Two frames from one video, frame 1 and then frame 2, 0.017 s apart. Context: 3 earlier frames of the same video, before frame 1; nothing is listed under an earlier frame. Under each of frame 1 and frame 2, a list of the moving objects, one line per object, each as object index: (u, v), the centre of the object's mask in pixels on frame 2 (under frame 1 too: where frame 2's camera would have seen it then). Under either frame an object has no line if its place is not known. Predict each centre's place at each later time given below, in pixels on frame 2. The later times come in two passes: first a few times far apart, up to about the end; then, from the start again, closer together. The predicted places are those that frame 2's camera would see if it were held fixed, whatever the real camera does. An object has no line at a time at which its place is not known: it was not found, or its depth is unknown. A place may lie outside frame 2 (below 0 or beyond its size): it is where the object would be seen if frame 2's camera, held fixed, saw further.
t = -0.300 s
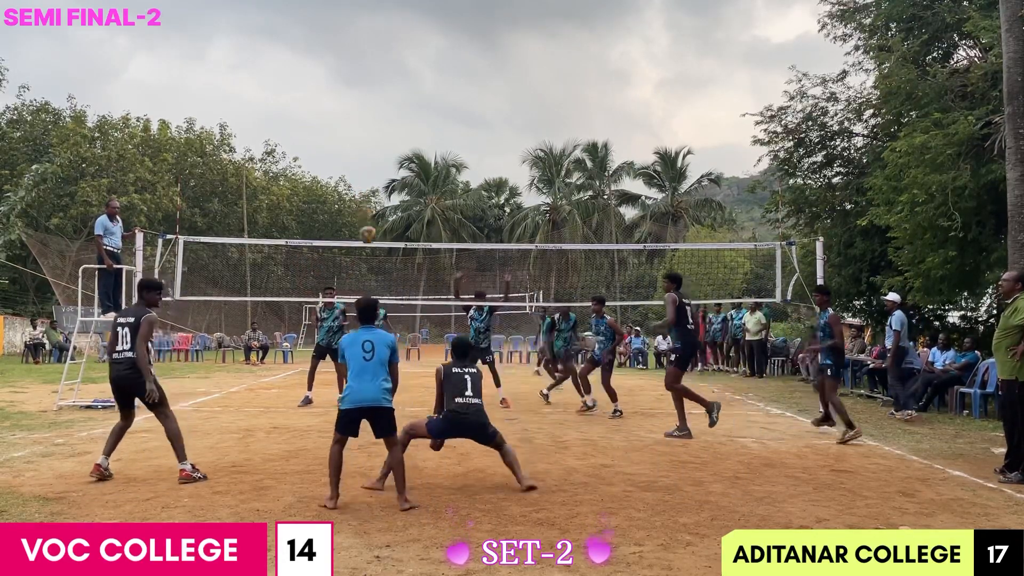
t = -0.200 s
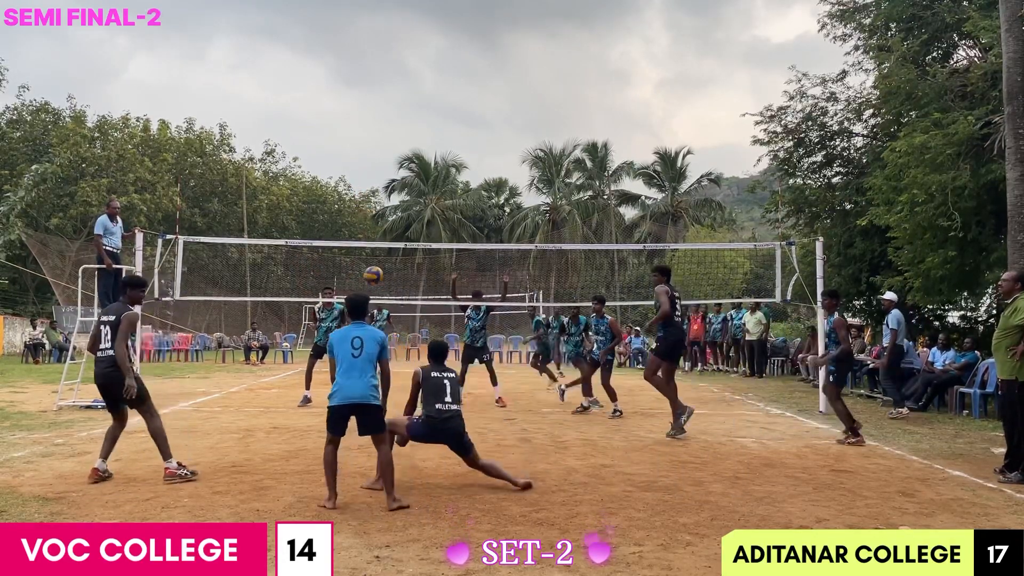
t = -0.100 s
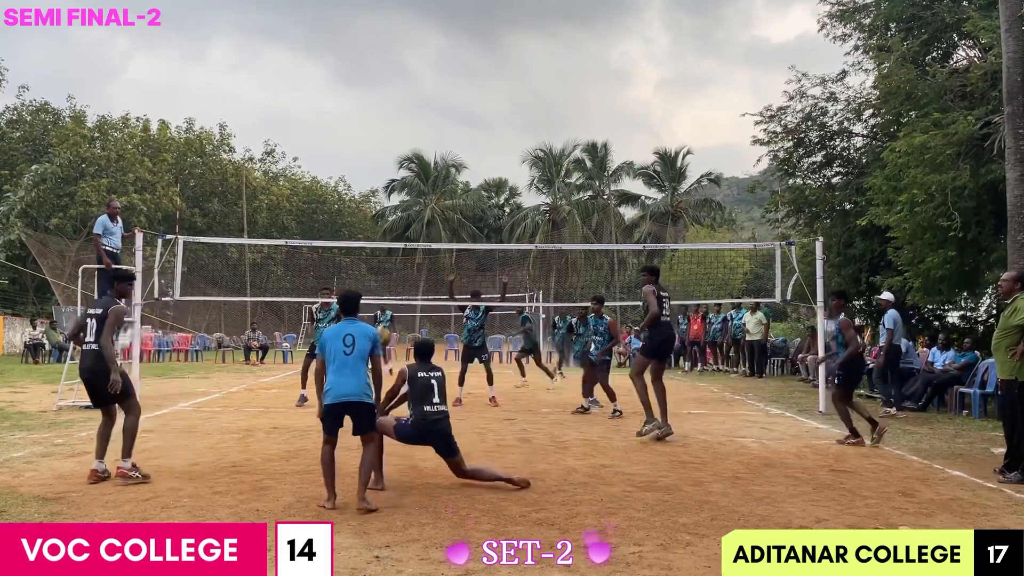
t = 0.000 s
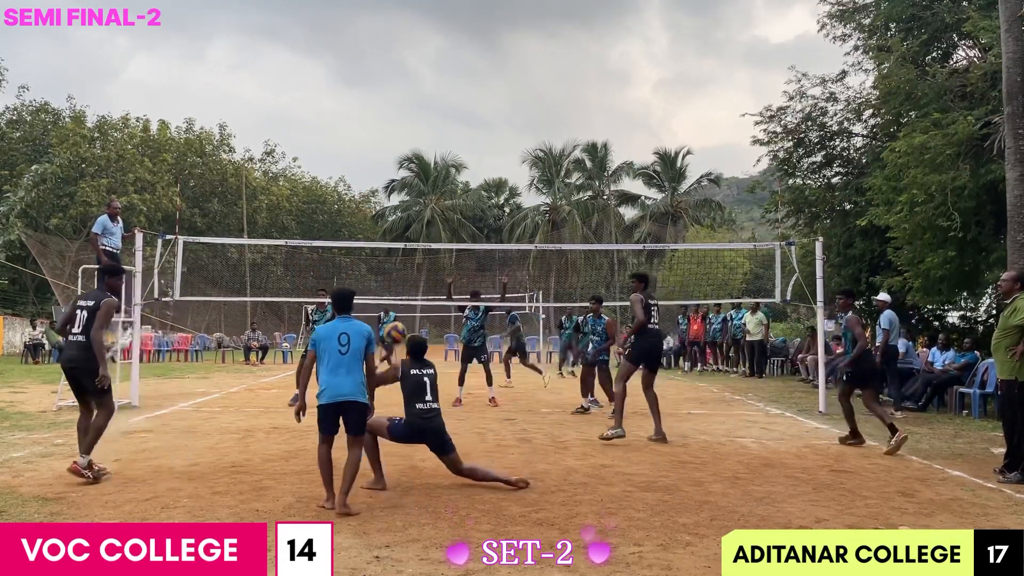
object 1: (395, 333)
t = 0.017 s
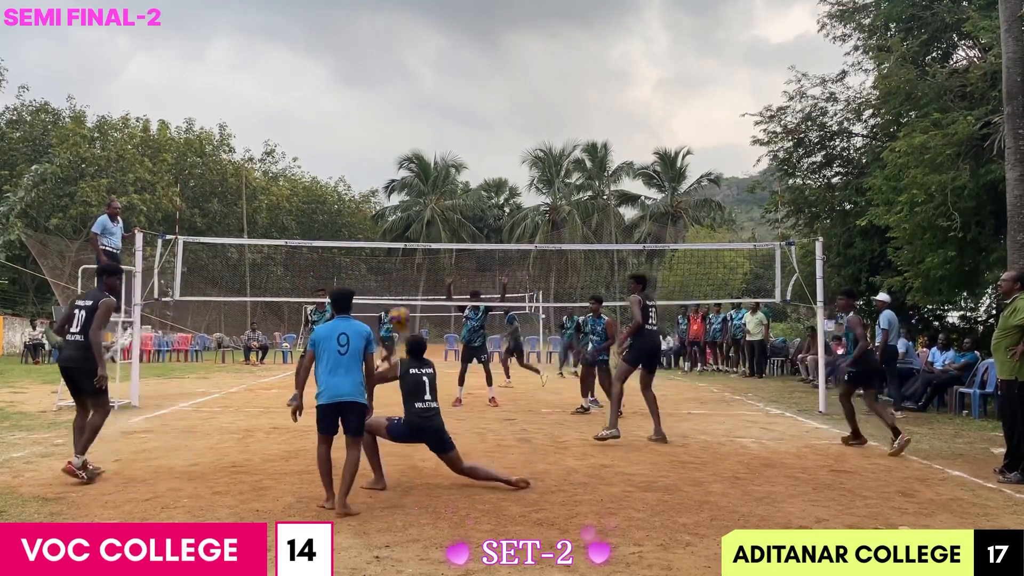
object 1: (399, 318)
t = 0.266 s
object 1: (453, 151)
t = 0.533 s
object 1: (503, 64)
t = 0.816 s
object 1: (549, 48)
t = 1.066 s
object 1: (586, 85)
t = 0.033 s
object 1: (403, 301)
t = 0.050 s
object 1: (407, 289)
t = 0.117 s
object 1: (421, 239)
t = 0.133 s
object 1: (425, 228)
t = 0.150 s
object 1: (428, 216)
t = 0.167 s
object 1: (433, 205)
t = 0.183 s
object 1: (435, 195)
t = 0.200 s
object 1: (438, 185)
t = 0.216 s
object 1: (444, 176)
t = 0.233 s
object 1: (445, 168)
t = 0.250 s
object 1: (450, 159)
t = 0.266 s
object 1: (453, 151)
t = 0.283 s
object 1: (456, 143)
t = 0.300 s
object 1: (459, 136)
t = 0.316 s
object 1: (462, 129)
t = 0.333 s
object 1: (465, 121)
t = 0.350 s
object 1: (468, 114)
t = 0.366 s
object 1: (471, 108)
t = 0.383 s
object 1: (475, 103)
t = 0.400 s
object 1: (478, 98)
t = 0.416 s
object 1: (481, 92)
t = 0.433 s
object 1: (484, 87)
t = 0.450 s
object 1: (488, 83)
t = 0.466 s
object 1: (491, 79)
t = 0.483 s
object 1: (494, 75)
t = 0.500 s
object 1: (497, 71)
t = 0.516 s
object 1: (500, 67)
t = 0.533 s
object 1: (503, 64)
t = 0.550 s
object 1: (506, 61)
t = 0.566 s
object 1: (508, 59)
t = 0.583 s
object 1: (511, 56)
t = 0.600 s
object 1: (514, 54)
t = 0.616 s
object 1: (516, 52)
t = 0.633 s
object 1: (520, 51)
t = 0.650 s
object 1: (522, 49)
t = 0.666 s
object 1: (525, 48)
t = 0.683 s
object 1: (527, 46)
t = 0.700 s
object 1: (529, 45)
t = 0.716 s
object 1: (533, 45)
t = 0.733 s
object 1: (536, 46)
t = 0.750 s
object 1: (538, 45)
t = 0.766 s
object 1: (541, 46)
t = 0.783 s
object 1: (544, 47)
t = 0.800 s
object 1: (547, 47)
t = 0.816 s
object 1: (549, 48)
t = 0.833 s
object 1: (552, 49)
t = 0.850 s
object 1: (554, 51)
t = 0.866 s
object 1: (557, 52)
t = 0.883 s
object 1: (559, 54)
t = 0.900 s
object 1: (562, 56)
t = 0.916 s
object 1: (564, 58)
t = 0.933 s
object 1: (567, 60)
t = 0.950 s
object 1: (569, 63)
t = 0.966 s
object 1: (572, 66)
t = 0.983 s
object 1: (574, 68)
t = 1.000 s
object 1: (576, 71)
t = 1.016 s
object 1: (579, 75)
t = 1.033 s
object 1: (581, 78)
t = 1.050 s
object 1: (583, 82)
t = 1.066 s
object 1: (586, 85)
